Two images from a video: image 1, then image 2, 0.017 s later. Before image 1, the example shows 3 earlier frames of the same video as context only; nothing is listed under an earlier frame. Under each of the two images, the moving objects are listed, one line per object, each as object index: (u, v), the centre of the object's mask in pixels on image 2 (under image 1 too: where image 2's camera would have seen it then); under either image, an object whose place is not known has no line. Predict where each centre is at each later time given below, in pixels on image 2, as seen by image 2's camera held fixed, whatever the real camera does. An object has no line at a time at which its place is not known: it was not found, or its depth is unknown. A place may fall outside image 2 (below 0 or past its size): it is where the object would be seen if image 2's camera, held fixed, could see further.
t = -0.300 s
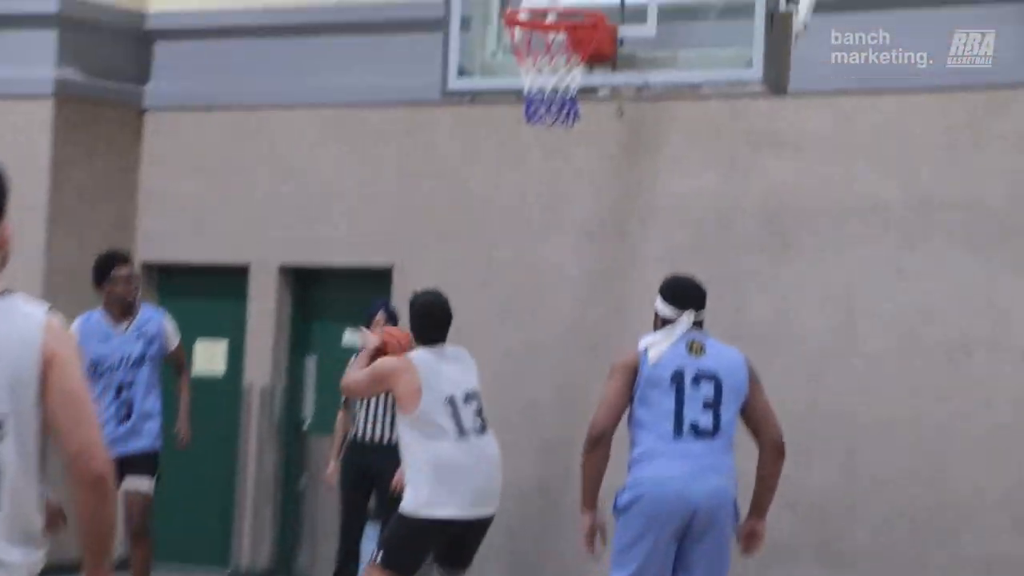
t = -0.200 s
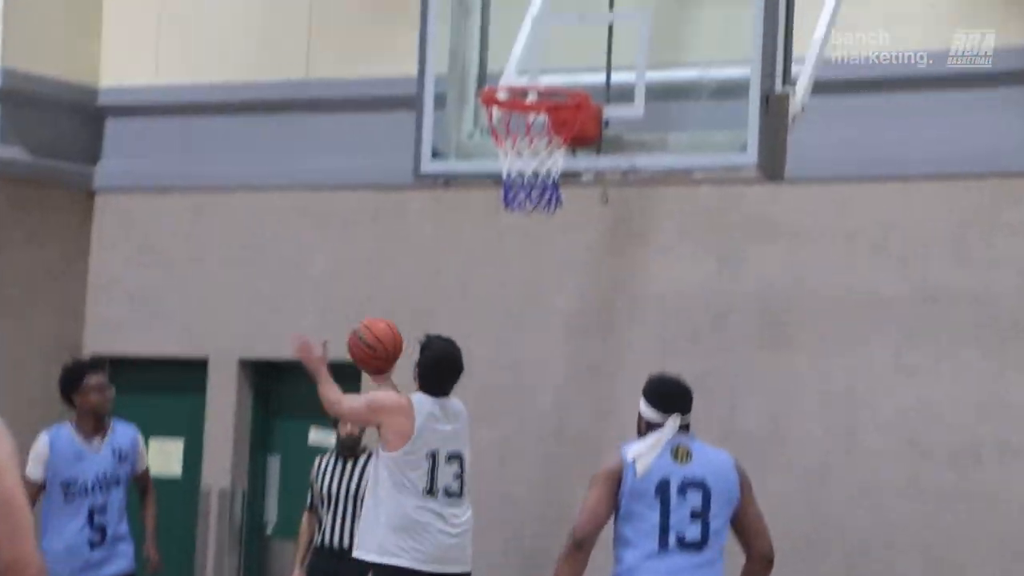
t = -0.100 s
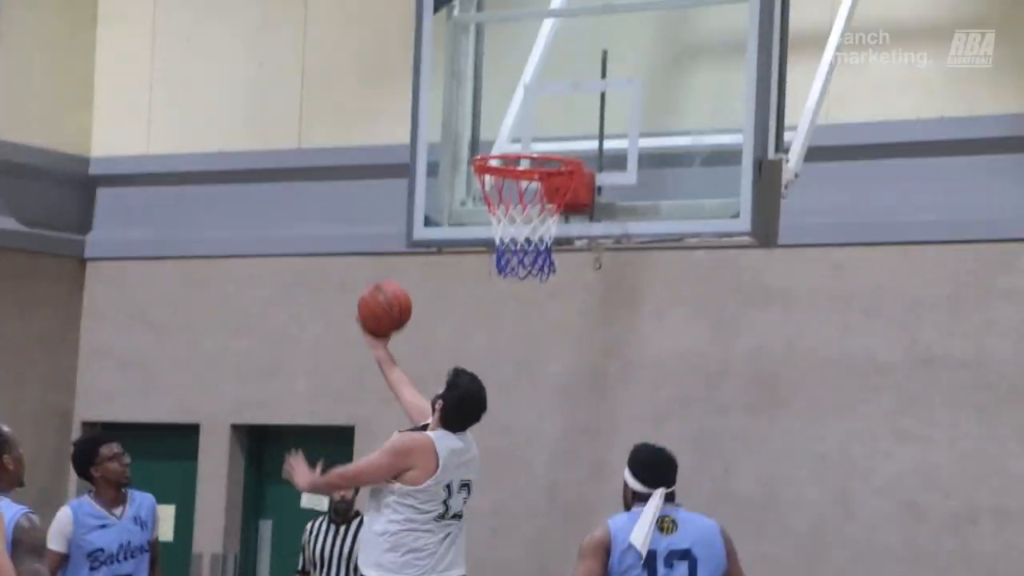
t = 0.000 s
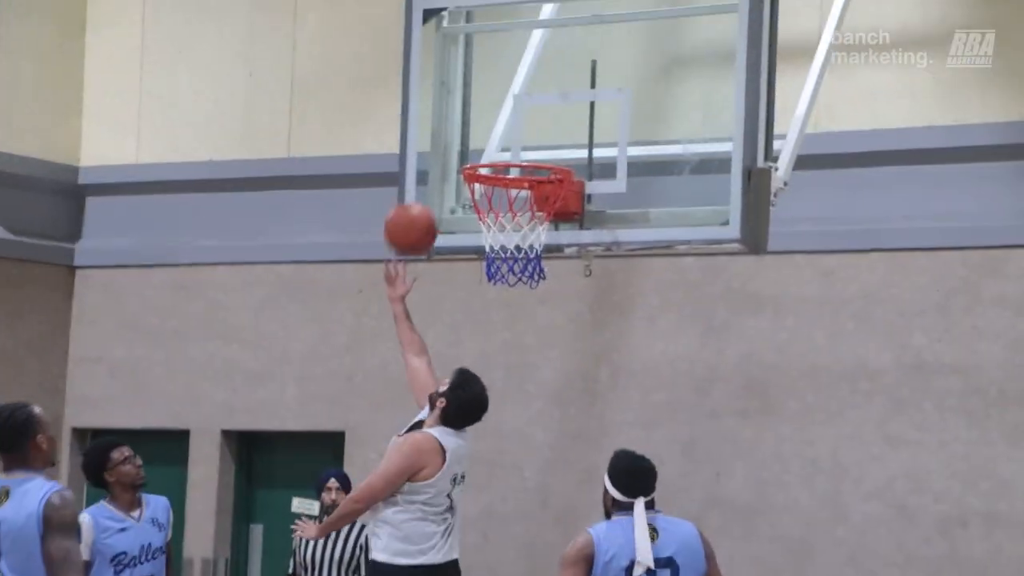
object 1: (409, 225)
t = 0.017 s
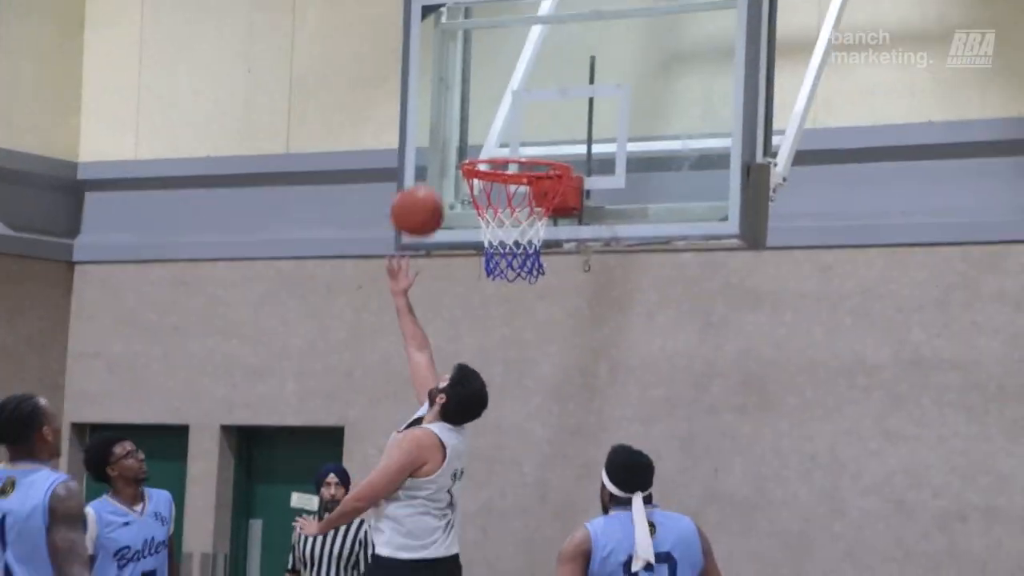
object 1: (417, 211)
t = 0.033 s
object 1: (424, 200)
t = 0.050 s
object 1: (432, 189)
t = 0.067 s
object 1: (439, 178)
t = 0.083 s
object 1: (443, 169)
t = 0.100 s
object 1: (450, 158)
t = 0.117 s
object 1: (458, 149)
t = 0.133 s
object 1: (467, 140)
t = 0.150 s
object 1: (475, 135)
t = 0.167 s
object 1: (481, 129)
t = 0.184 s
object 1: (489, 122)
